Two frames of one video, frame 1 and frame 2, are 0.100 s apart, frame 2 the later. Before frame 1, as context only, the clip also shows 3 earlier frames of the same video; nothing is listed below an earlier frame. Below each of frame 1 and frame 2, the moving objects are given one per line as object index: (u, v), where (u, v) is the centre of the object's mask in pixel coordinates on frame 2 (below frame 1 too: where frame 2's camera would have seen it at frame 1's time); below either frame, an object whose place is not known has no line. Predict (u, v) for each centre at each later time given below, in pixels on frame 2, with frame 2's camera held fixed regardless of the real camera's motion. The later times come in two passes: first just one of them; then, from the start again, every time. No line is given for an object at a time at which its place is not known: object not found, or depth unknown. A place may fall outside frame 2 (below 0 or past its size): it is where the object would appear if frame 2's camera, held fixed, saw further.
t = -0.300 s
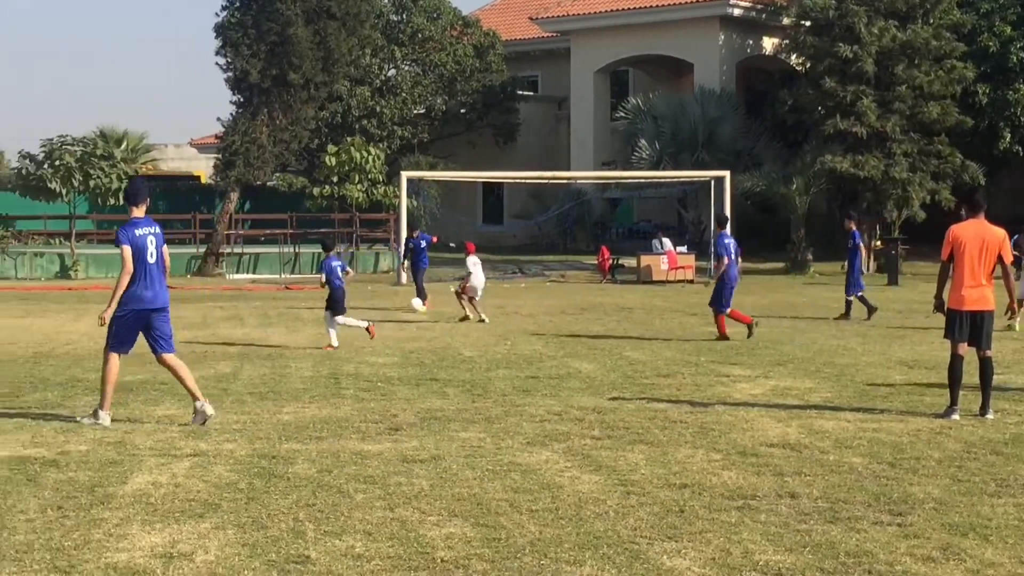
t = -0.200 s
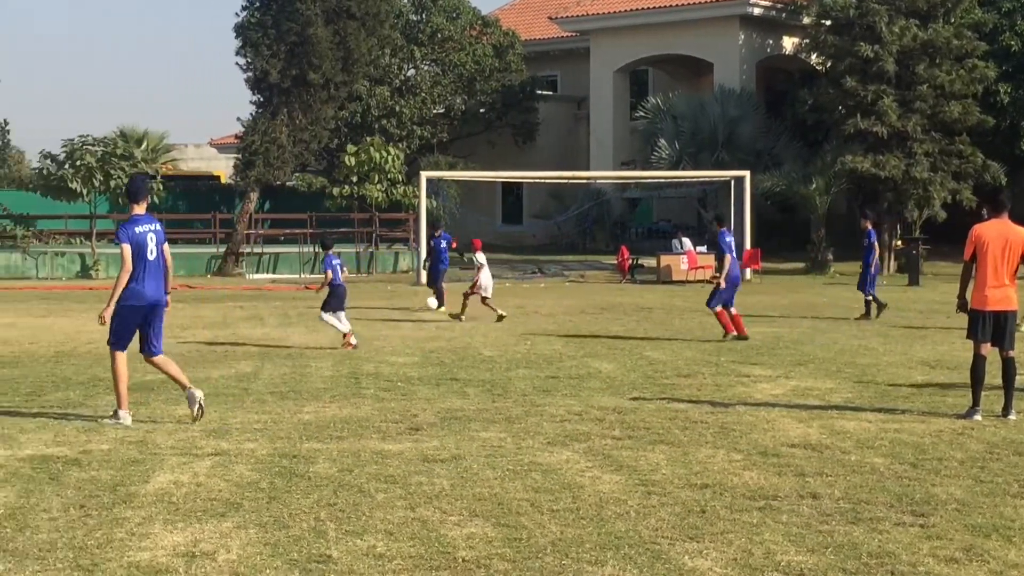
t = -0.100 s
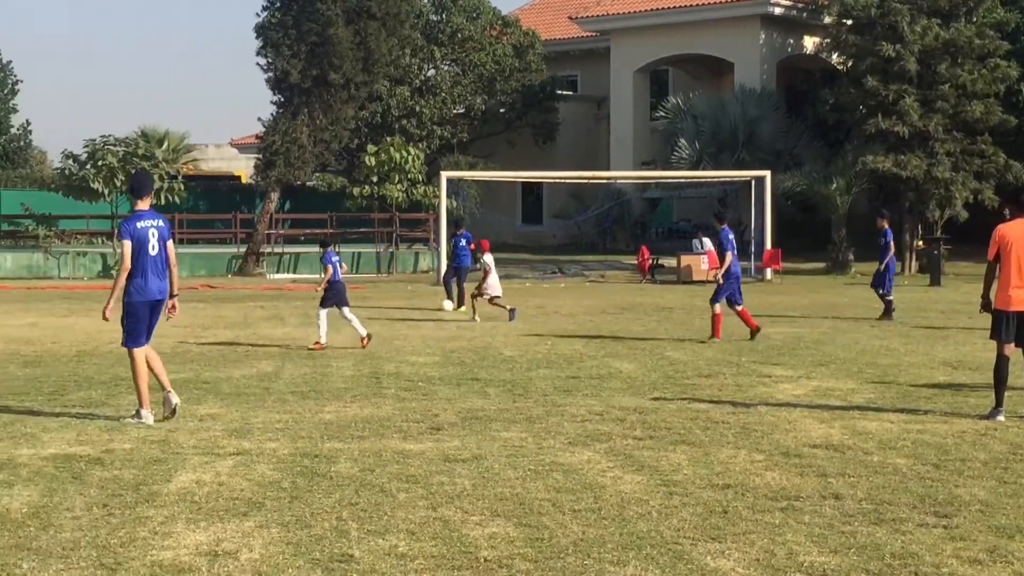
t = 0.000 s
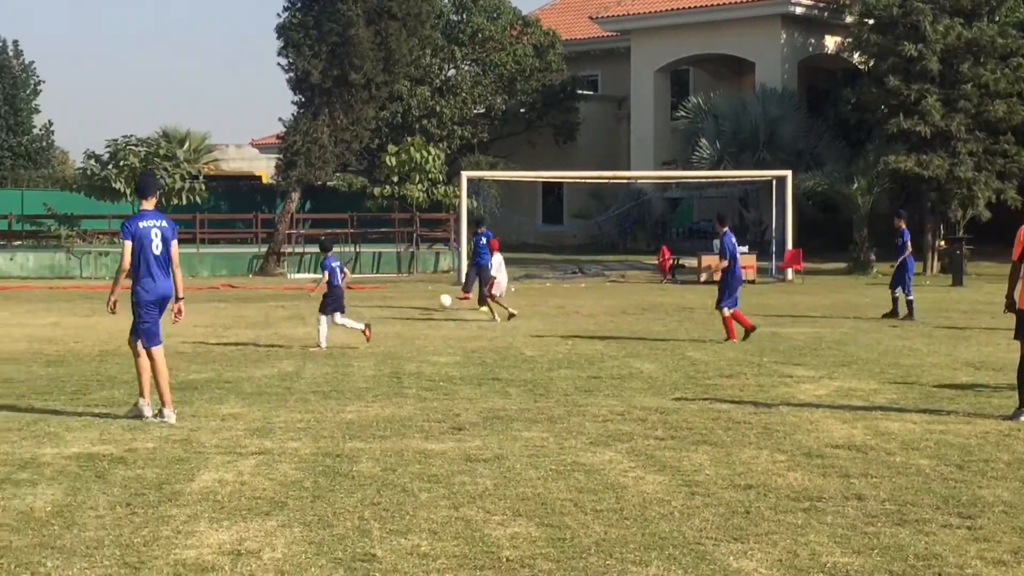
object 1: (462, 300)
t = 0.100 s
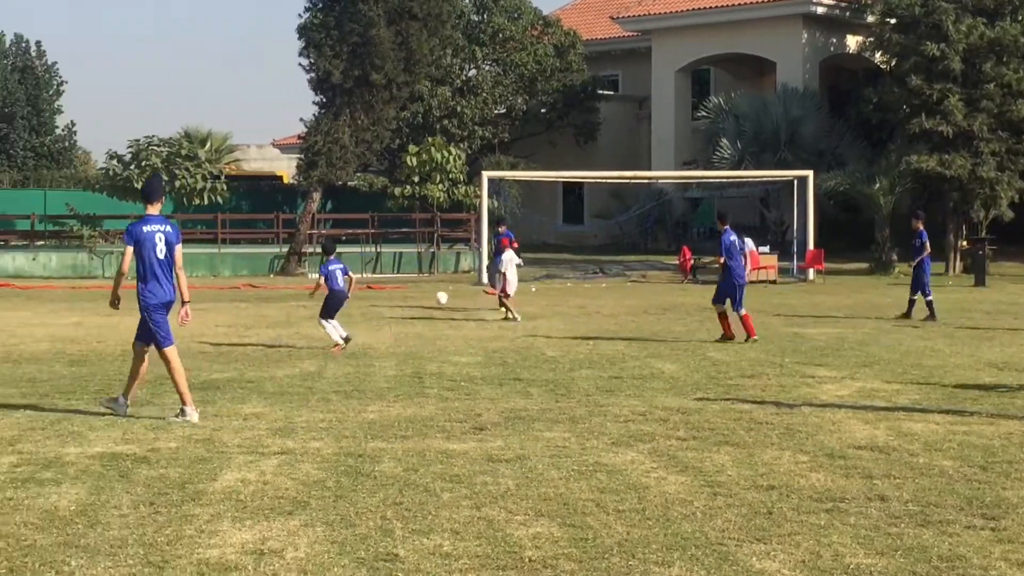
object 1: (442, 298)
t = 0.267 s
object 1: (405, 310)
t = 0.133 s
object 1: (435, 299)
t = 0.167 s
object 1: (428, 300)
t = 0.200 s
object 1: (420, 303)
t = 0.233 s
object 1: (413, 306)
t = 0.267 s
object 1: (405, 310)
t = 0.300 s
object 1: (397, 314)
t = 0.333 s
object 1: (387, 320)
